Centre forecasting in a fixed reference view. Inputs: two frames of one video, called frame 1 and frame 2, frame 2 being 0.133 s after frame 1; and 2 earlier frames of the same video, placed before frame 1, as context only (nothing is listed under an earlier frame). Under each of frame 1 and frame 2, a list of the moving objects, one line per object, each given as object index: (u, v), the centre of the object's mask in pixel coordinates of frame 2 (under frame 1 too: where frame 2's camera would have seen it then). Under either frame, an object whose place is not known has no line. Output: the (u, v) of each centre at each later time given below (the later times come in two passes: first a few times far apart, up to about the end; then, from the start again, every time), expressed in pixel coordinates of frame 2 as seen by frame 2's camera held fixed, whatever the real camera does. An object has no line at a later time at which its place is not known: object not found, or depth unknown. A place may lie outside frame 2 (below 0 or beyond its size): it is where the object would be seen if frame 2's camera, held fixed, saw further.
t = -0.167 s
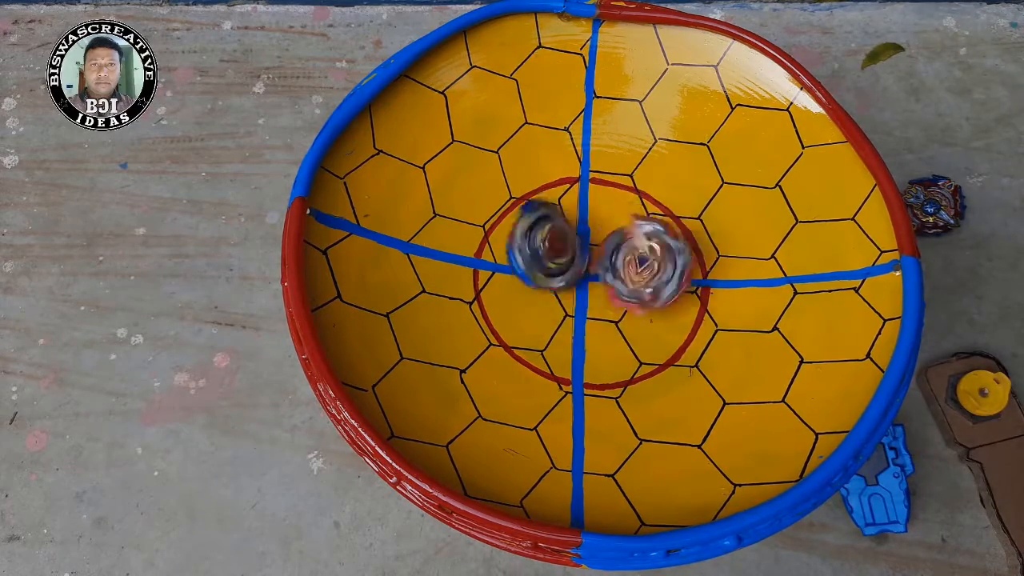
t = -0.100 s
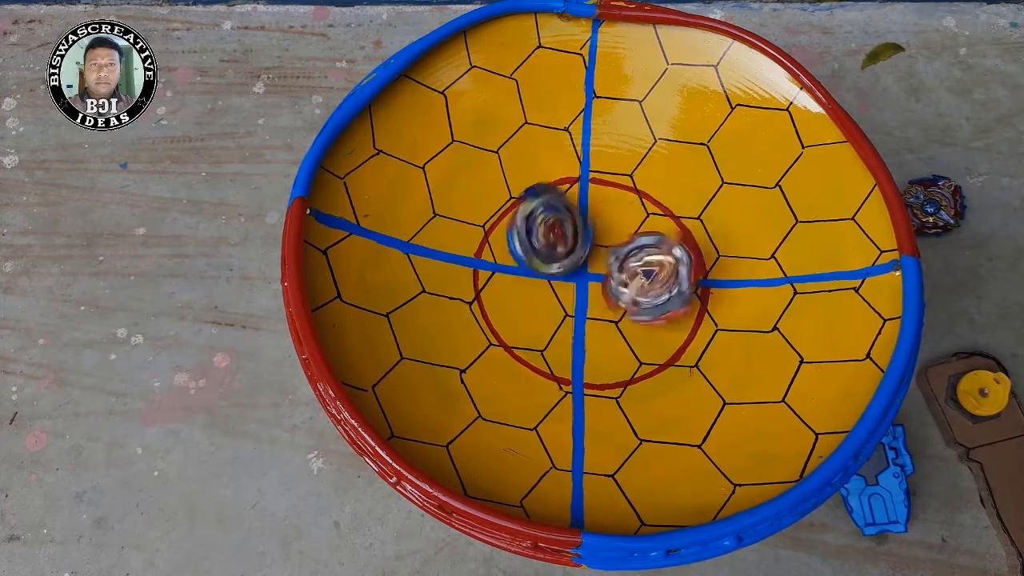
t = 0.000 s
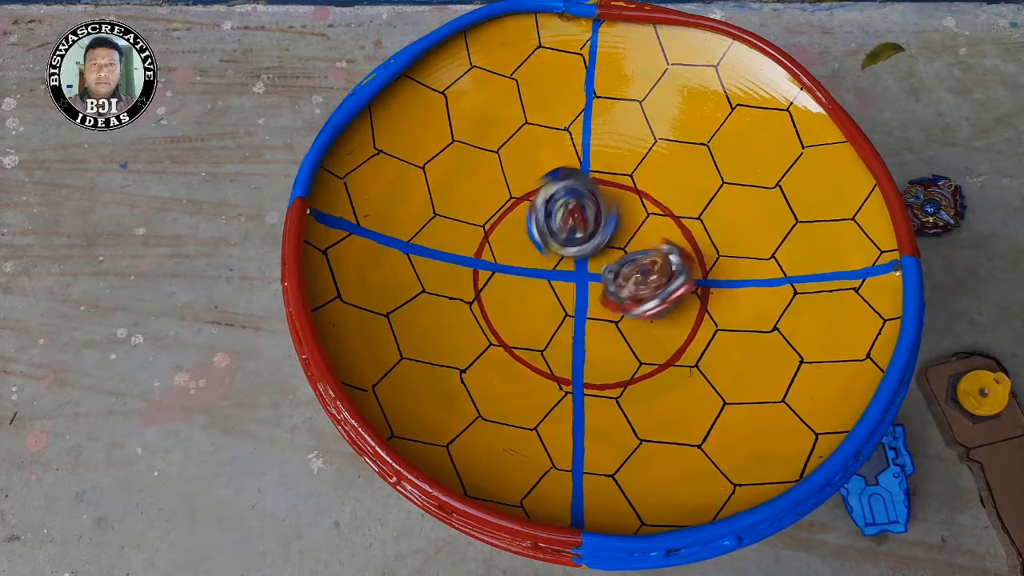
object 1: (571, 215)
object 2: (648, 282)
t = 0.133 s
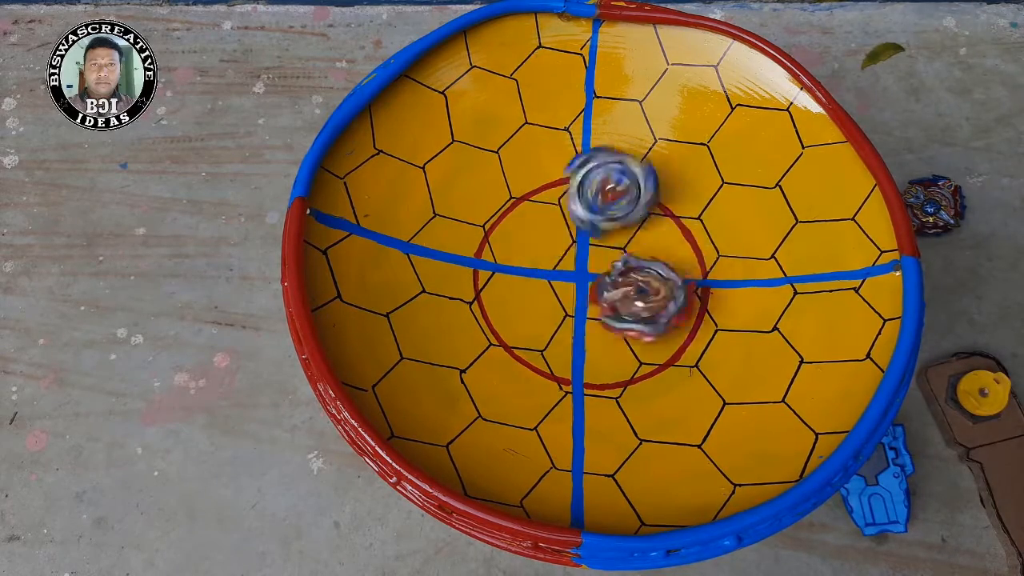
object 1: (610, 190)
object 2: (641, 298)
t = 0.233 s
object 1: (635, 192)
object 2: (608, 298)
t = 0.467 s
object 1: (662, 247)
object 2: (551, 300)
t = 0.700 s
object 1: (623, 319)
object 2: (541, 303)
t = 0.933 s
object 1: (611, 368)
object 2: (579, 281)
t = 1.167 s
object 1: (524, 324)
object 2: (614, 287)
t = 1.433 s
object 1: (526, 196)
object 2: (605, 282)
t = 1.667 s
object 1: (577, 154)
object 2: (614, 286)
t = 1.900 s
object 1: (604, 157)
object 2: (611, 285)
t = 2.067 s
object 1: (584, 158)
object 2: (610, 284)
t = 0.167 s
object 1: (621, 186)
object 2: (628, 303)
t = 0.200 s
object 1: (632, 189)
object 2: (615, 302)
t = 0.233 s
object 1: (635, 192)
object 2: (608, 298)
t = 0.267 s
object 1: (644, 197)
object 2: (603, 298)
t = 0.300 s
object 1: (652, 201)
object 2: (597, 298)
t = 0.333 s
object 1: (656, 210)
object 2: (592, 298)
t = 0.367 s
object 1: (661, 218)
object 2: (583, 299)
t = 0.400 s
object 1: (661, 225)
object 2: (571, 298)
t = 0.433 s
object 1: (662, 237)
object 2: (562, 299)
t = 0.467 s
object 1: (662, 247)
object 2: (551, 300)
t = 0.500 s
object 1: (659, 258)
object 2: (544, 302)
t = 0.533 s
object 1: (655, 269)
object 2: (540, 305)
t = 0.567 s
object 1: (649, 280)
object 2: (537, 306)
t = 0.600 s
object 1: (644, 293)
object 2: (536, 306)
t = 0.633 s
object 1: (640, 301)
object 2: (536, 306)
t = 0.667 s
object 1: (633, 310)
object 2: (538, 305)
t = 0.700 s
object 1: (623, 319)
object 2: (541, 303)
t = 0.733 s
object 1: (621, 328)
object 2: (545, 299)
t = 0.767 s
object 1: (625, 346)
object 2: (542, 288)
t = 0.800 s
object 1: (624, 364)
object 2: (545, 282)
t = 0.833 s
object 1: (621, 371)
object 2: (552, 278)
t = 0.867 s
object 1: (618, 373)
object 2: (561, 277)
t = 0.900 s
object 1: (614, 374)
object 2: (569, 278)
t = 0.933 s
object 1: (611, 368)
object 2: (579, 281)
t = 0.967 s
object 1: (605, 366)
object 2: (587, 286)
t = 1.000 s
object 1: (596, 362)
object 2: (596, 285)
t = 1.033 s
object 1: (580, 364)
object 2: (604, 281)
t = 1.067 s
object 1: (565, 359)
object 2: (607, 283)
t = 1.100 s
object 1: (548, 350)
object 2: (610, 284)
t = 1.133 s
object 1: (535, 337)
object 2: (612, 286)
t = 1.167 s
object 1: (524, 324)
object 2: (614, 287)
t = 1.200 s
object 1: (518, 307)
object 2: (615, 288)
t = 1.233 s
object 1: (513, 291)
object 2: (614, 287)
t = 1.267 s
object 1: (511, 274)
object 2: (612, 286)
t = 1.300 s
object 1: (509, 255)
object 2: (611, 285)
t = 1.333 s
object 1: (510, 239)
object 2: (609, 284)
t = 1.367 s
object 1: (515, 223)
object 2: (608, 283)
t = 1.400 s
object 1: (521, 209)
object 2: (606, 282)
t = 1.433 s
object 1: (526, 196)
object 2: (605, 282)
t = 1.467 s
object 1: (534, 186)
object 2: (605, 282)
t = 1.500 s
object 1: (541, 177)
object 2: (607, 283)
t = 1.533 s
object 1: (548, 168)
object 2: (608, 283)
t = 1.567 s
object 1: (555, 164)
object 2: (610, 284)
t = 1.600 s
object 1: (563, 160)
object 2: (611, 285)
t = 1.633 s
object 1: (570, 156)
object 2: (612, 285)
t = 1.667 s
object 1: (577, 154)
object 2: (614, 286)
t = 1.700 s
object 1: (583, 154)
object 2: (614, 287)
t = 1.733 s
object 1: (590, 156)
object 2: (613, 286)
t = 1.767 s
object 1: (597, 156)
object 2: (612, 286)
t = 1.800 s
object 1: (603, 155)
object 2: (612, 285)
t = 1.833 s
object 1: (605, 156)
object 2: (611, 285)
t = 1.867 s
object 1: (605, 157)
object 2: (611, 285)
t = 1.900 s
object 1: (604, 157)
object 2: (611, 285)
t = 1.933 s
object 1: (599, 157)
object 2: (611, 285)
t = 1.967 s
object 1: (594, 157)
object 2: (611, 285)
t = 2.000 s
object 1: (591, 158)
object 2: (611, 285)
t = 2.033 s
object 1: (587, 158)
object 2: (610, 284)
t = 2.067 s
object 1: (584, 158)
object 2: (610, 284)
